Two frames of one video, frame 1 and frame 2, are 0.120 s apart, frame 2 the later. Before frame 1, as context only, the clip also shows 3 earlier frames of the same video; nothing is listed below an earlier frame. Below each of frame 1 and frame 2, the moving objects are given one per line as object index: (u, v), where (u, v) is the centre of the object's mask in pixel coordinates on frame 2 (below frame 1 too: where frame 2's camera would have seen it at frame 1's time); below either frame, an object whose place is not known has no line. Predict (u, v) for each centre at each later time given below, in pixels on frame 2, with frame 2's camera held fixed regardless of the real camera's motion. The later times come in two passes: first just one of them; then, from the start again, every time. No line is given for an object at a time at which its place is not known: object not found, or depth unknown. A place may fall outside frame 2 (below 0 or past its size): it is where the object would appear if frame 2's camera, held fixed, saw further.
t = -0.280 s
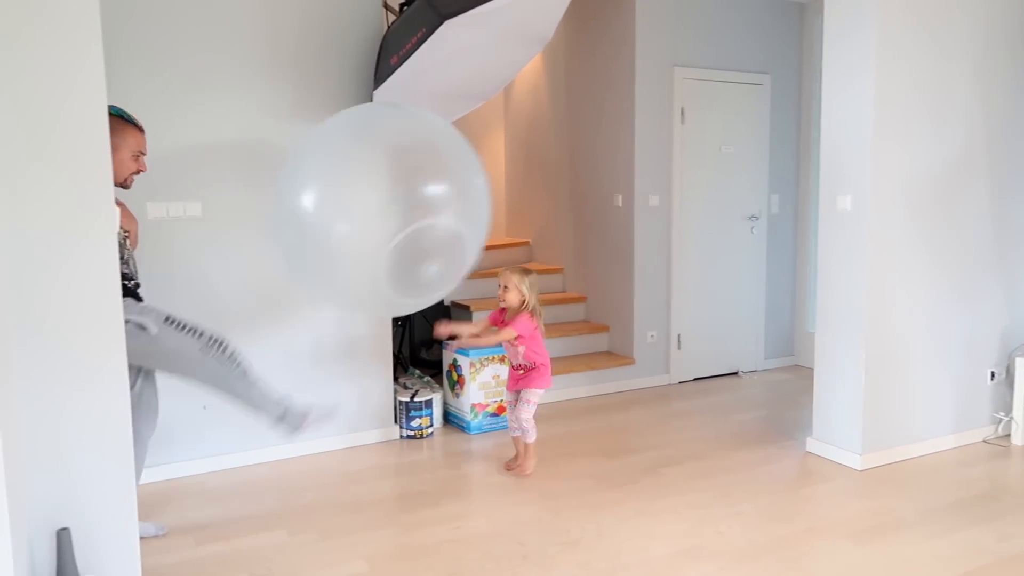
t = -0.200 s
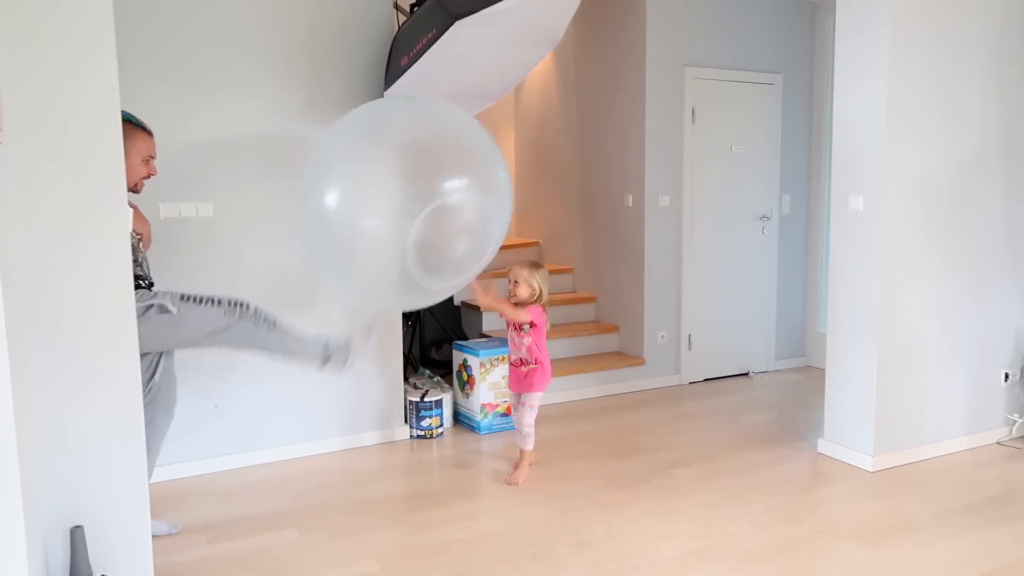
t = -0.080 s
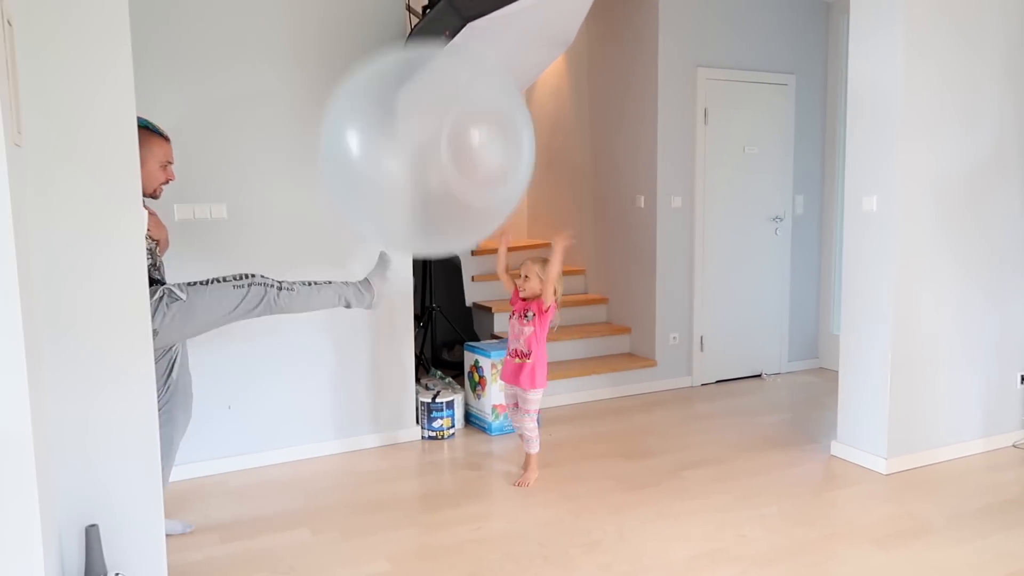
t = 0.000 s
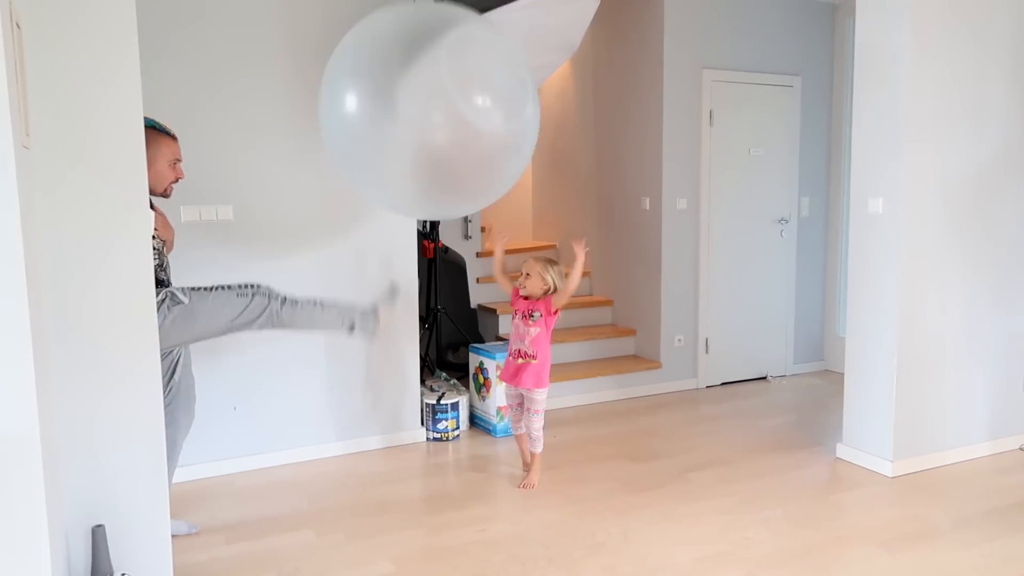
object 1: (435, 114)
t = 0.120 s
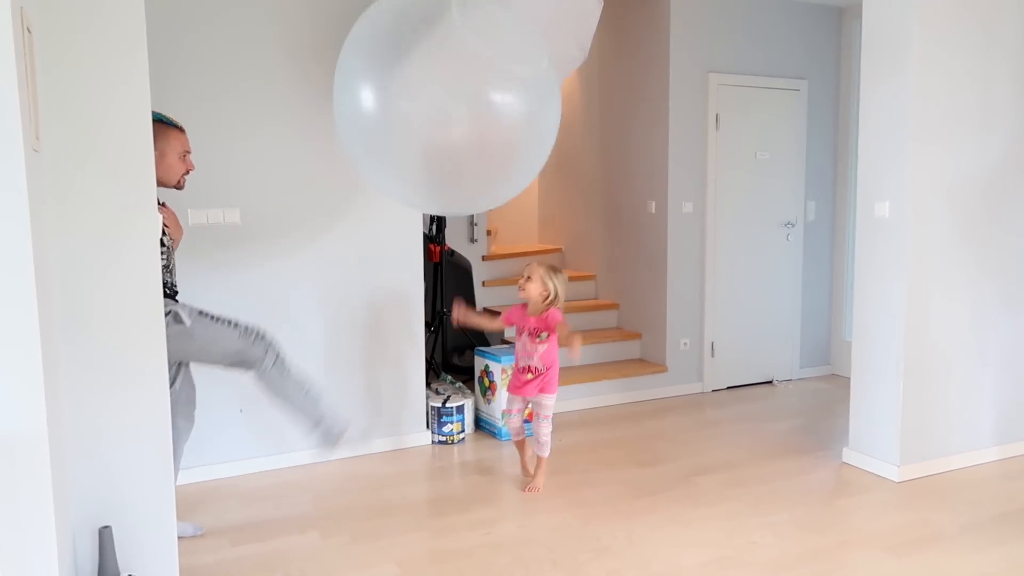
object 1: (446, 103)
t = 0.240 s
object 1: (459, 94)
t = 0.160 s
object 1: (451, 100)
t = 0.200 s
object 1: (454, 97)
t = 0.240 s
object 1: (459, 94)
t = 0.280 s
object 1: (465, 90)
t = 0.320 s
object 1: (470, 88)
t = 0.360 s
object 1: (476, 85)
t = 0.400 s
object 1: (481, 84)
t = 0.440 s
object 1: (488, 81)
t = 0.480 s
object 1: (495, 80)
